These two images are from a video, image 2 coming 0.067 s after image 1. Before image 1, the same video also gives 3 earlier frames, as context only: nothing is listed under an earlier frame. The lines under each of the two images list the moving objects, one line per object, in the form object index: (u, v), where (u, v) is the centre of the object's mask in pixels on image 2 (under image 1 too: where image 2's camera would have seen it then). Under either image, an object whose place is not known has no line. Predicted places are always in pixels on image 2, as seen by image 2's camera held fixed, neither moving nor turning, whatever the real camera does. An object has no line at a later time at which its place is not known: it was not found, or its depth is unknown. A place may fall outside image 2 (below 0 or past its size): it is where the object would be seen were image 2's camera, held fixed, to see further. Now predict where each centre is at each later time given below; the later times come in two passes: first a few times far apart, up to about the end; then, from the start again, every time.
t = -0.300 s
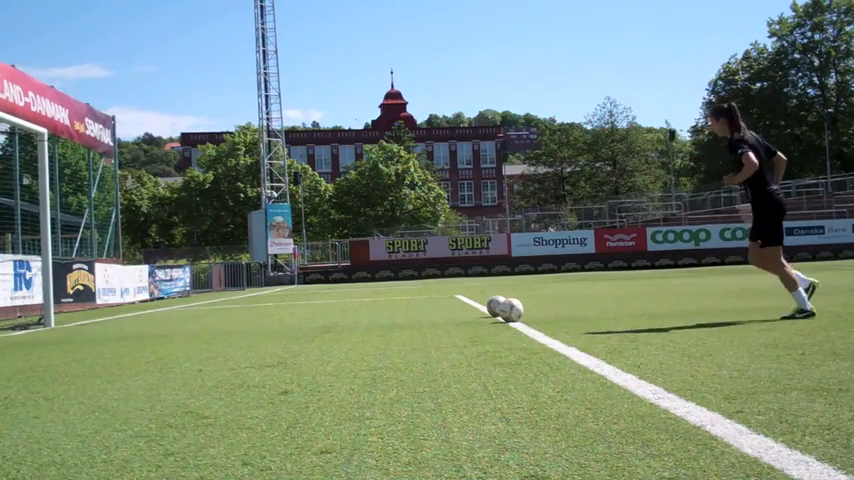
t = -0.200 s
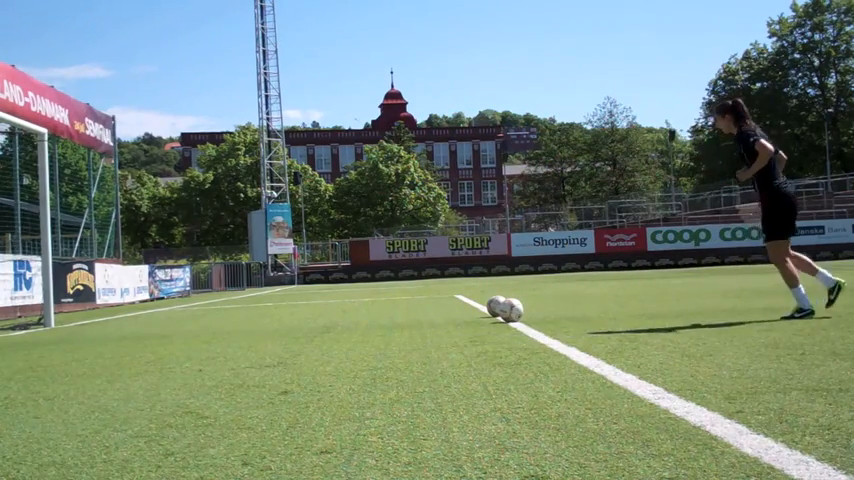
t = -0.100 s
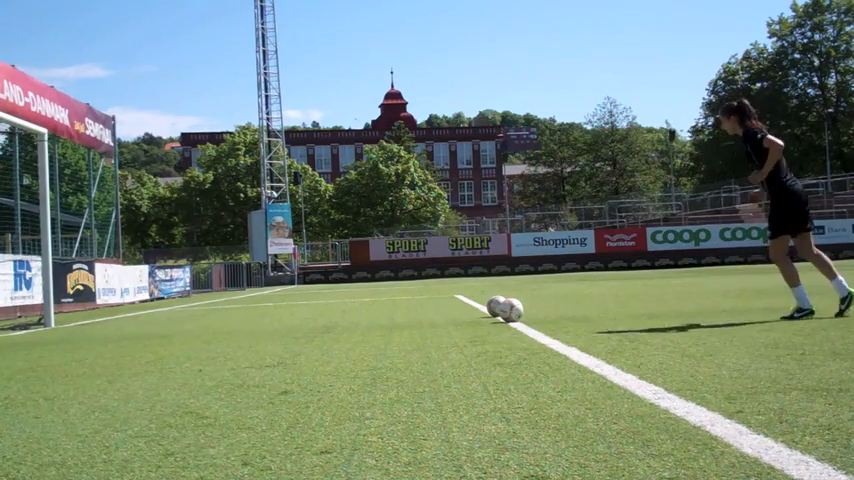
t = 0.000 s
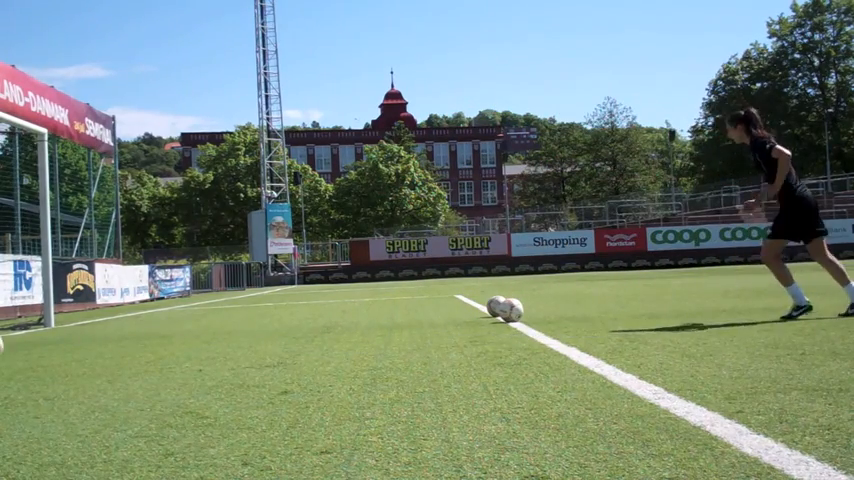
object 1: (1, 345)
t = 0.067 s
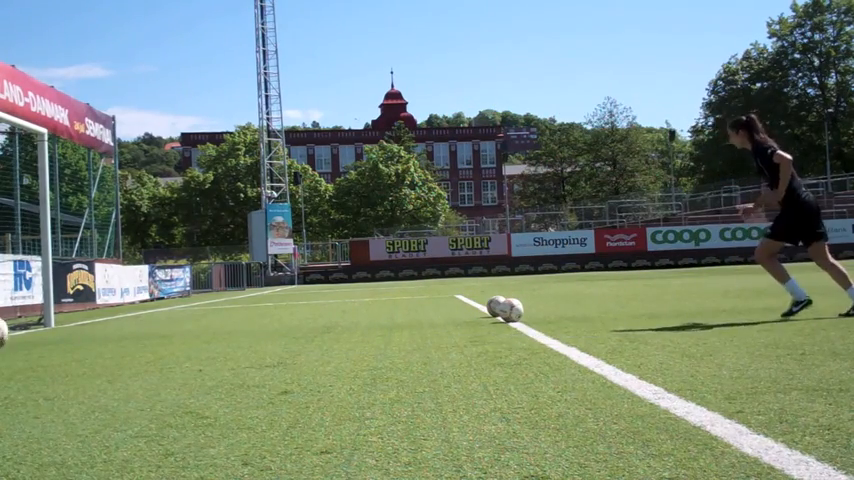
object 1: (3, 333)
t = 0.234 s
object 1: (10, 331)
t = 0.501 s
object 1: (29, 346)
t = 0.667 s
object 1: (46, 356)
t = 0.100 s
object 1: (5, 329)
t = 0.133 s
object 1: (6, 327)
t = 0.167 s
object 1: (7, 326)
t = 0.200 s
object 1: (9, 328)
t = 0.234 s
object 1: (10, 331)
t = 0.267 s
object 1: (12, 337)
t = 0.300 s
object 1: (14, 344)
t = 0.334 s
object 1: (15, 353)
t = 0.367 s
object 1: (17, 357)
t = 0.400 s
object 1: (20, 352)
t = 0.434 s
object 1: (23, 348)
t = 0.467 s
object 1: (26, 346)
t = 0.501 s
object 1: (29, 346)
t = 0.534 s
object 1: (33, 348)
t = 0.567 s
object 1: (36, 351)
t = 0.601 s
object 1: (40, 357)
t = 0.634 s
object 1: (43, 358)
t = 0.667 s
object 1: (46, 356)
